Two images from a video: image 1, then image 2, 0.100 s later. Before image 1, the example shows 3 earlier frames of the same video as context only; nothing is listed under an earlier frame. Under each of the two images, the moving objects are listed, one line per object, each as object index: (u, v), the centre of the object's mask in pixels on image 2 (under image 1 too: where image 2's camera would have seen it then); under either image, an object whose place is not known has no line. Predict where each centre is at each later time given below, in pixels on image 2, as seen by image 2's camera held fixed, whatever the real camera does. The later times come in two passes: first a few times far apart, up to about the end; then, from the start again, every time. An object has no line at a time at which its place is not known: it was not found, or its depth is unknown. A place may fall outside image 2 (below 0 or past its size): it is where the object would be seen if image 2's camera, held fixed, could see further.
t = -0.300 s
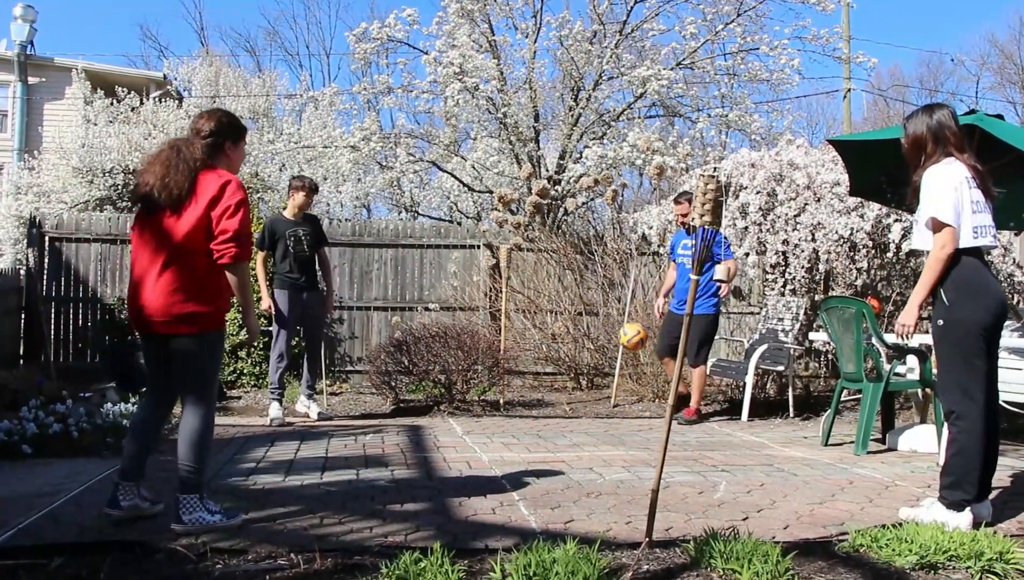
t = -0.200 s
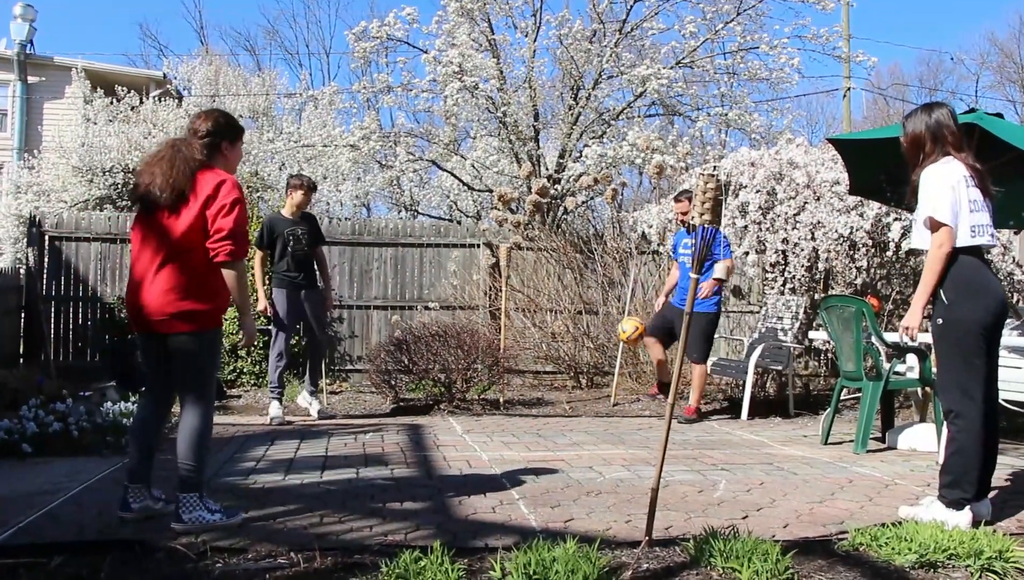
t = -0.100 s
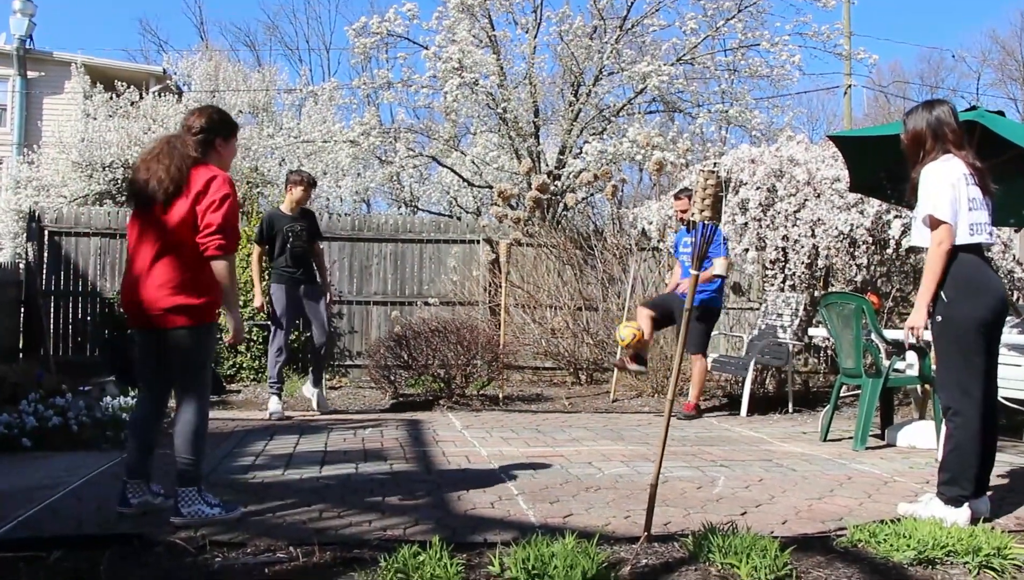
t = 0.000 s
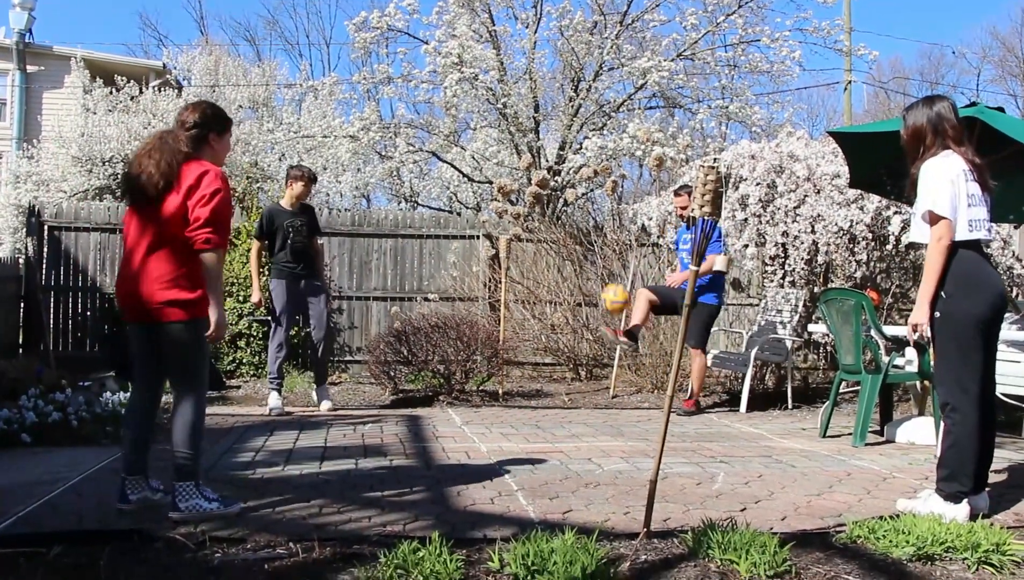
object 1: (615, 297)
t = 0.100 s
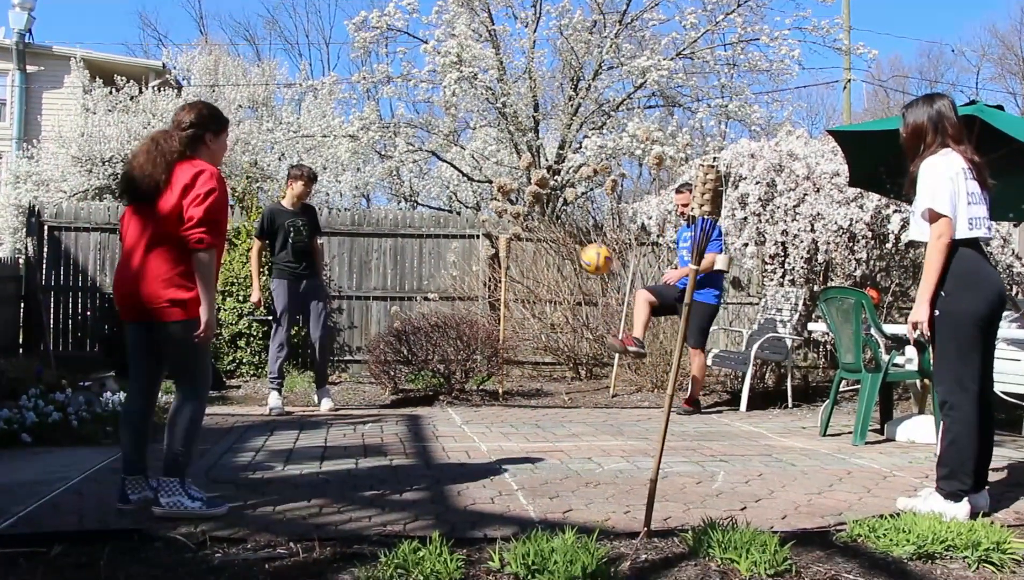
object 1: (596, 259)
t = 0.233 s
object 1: (567, 225)
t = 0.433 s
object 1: (512, 224)
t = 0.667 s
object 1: (421, 335)
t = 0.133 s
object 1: (590, 248)
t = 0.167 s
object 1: (582, 239)
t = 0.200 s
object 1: (574, 231)
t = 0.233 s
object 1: (567, 225)
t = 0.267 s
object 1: (559, 221)
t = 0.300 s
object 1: (550, 217)
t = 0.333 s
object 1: (541, 216)
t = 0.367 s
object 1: (532, 217)
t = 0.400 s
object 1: (523, 219)
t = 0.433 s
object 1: (512, 224)
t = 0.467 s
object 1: (501, 231)
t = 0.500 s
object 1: (489, 240)
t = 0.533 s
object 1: (478, 253)
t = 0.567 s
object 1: (465, 268)
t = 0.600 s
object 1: (451, 286)
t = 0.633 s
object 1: (436, 308)
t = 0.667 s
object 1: (421, 335)
